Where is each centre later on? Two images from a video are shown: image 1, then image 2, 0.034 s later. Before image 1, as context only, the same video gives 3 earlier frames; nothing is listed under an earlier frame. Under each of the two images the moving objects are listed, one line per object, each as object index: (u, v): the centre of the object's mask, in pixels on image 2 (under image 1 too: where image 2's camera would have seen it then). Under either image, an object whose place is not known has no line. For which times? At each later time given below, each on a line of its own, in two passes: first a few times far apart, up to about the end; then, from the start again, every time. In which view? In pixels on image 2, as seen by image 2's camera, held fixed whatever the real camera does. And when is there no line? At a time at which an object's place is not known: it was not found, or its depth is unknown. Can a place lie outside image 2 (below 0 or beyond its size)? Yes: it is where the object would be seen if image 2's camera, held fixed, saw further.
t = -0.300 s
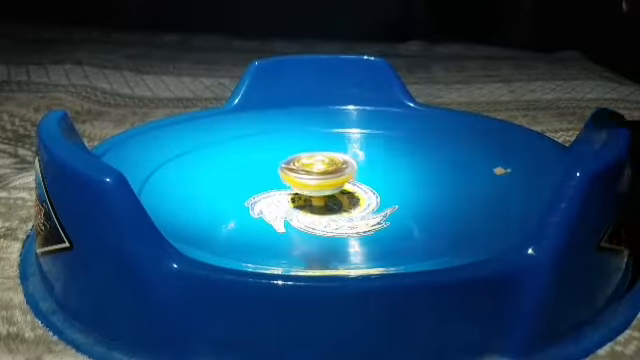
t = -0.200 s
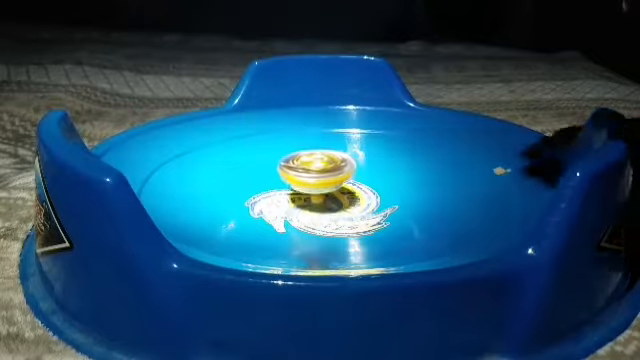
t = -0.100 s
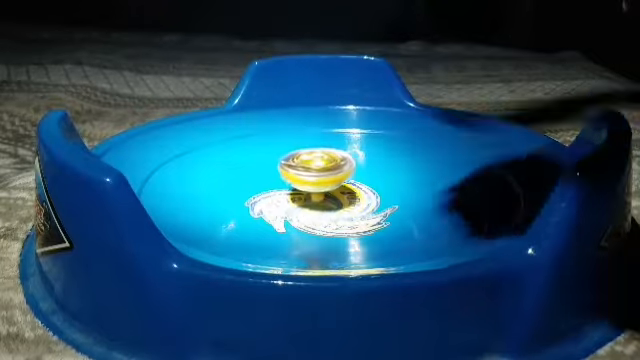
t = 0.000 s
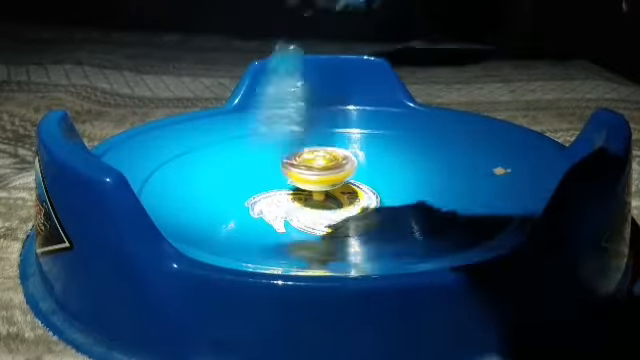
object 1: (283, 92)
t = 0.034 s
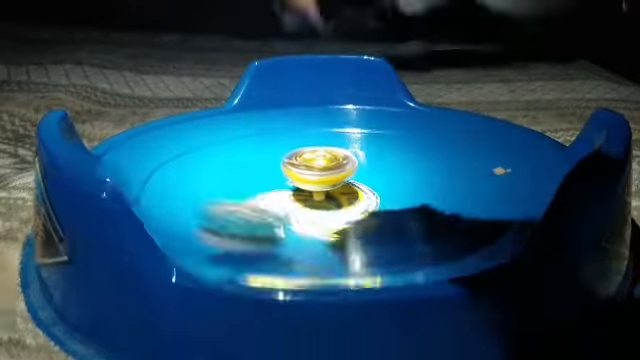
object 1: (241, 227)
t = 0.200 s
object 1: (163, 187)
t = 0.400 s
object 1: (168, 155)
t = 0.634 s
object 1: (243, 147)
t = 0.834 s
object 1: (272, 136)
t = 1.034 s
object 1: (279, 139)
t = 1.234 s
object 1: (296, 149)
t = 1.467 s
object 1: (321, 131)
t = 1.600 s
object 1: (323, 138)
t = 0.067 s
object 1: (216, 216)
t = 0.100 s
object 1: (199, 206)
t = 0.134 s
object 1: (184, 204)
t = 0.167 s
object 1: (172, 195)
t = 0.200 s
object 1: (163, 187)
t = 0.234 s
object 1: (156, 179)
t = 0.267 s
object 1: (151, 173)
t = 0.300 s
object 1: (151, 168)
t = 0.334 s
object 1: (155, 163)
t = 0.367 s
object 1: (161, 159)
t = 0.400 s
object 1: (168, 155)
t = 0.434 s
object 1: (178, 153)
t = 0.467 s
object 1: (187, 151)
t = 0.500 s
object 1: (198, 149)
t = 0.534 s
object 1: (209, 148)
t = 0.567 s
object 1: (220, 148)
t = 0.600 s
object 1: (231, 147)
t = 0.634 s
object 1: (243, 147)
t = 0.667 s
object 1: (253, 147)
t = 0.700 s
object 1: (261, 147)
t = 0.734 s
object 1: (266, 144)
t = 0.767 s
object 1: (269, 141)
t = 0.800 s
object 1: (270, 139)
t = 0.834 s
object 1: (272, 136)
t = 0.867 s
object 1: (273, 135)
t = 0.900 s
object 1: (275, 135)
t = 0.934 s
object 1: (276, 135)
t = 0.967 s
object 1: (277, 136)
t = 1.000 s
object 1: (278, 137)
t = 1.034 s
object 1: (279, 139)
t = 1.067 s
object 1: (281, 141)
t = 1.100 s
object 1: (282, 142)
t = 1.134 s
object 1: (284, 145)
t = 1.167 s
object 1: (287, 147)
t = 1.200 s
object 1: (290, 149)
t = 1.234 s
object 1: (296, 149)
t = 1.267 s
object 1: (301, 146)
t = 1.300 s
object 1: (306, 141)
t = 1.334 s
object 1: (311, 138)
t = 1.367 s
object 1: (314, 135)
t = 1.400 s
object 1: (317, 133)
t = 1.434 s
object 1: (320, 132)
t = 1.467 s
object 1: (321, 131)
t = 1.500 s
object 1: (322, 131)
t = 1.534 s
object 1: (323, 132)
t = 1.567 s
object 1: (322, 138)
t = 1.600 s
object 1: (323, 138)
